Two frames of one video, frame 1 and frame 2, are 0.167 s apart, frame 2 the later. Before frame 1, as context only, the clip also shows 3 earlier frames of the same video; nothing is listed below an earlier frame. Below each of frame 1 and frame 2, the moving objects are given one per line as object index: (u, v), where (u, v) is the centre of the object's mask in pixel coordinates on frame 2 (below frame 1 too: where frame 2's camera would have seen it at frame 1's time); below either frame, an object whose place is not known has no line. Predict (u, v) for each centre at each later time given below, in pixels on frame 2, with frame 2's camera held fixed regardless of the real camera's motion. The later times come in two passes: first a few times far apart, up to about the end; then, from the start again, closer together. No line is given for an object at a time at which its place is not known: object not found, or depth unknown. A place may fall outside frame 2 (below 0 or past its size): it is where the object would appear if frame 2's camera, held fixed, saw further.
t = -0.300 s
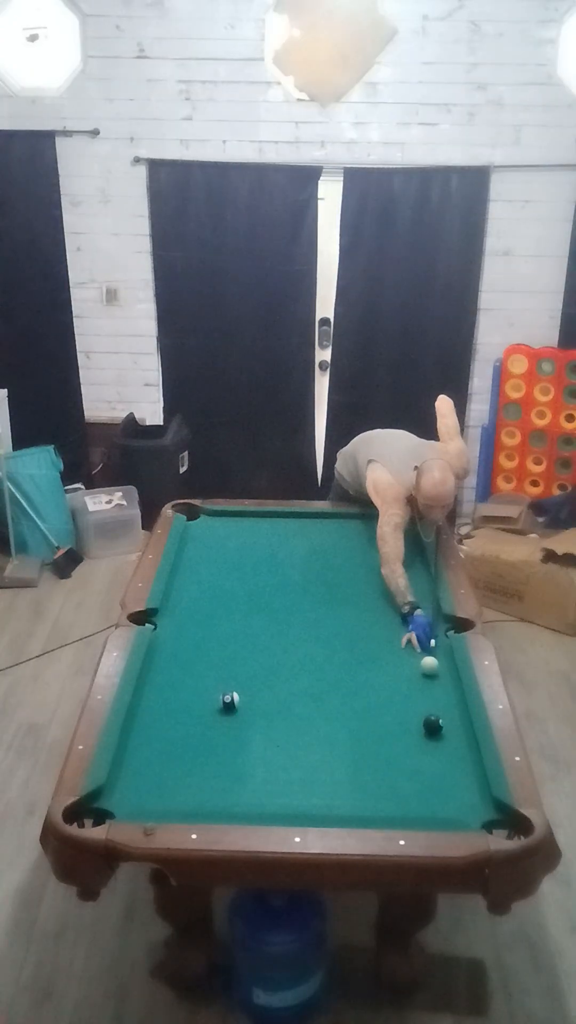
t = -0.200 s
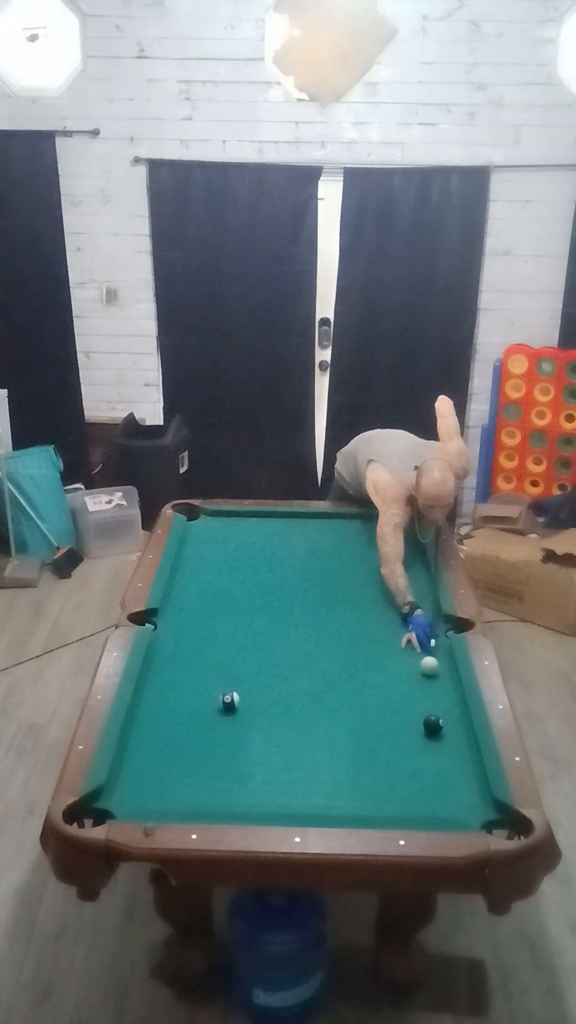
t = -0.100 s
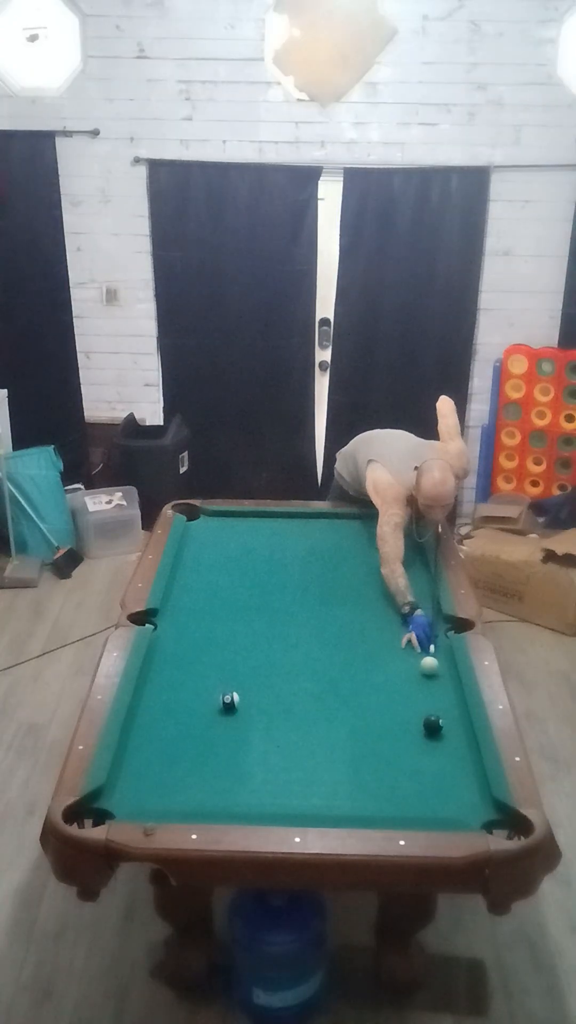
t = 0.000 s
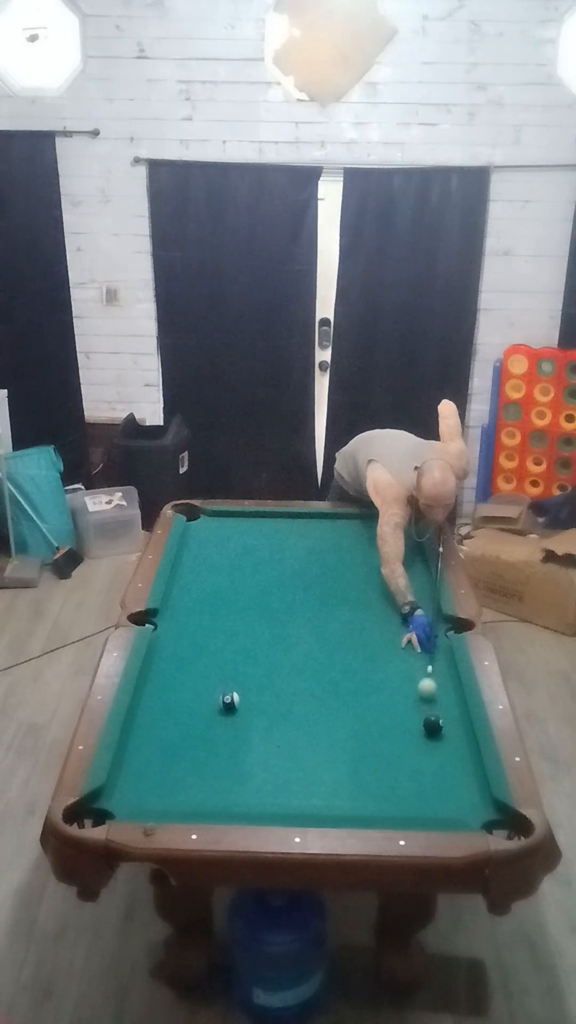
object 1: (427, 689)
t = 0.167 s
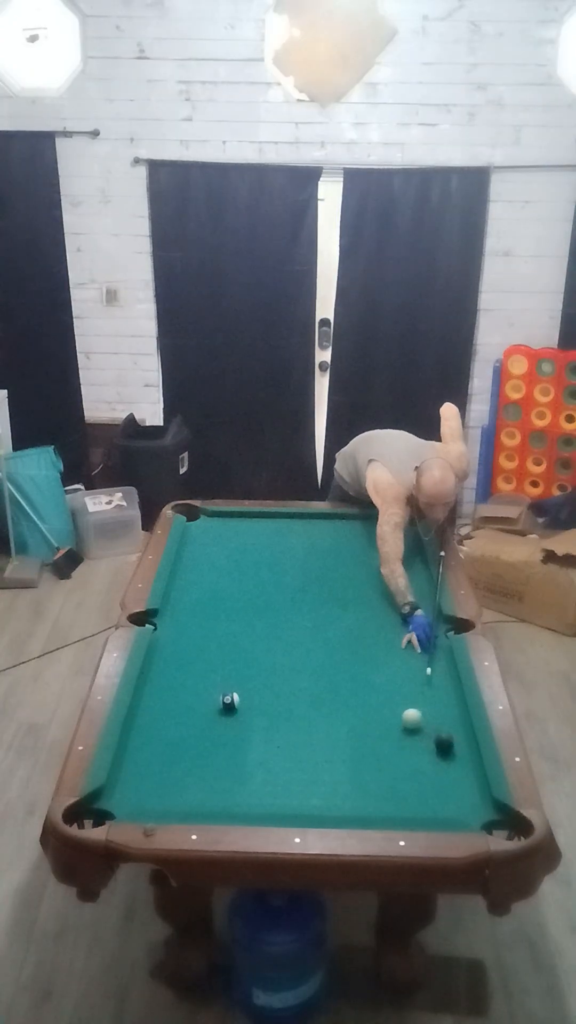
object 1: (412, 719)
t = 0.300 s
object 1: (392, 732)
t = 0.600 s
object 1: (348, 762)
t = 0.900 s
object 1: (300, 792)
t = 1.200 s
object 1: (262, 802)
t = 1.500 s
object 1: (236, 792)
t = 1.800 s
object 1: (216, 782)
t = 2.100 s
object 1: (199, 774)
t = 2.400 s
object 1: (187, 768)
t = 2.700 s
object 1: (178, 763)
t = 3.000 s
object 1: (172, 759)
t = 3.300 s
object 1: (170, 756)
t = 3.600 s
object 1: (169, 756)
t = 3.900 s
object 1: (170, 756)
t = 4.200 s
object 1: (169, 755)
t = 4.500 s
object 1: (169, 756)
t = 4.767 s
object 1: (169, 756)
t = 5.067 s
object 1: (169, 756)
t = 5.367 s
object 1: (170, 756)
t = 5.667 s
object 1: (169, 756)
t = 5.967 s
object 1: (169, 756)
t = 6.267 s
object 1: (169, 756)
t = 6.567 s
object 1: (169, 756)
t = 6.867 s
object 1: (170, 756)
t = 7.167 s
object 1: (169, 756)
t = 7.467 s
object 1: (169, 756)
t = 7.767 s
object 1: (169, 756)
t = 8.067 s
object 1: (169, 756)
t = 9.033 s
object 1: (169, 756)
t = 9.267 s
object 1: (169, 756)
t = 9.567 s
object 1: (169, 756)
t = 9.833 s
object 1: (169, 756)
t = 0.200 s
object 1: (407, 722)
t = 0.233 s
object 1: (402, 725)
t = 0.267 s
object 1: (397, 729)
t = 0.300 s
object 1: (392, 732)
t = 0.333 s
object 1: (387, 735)
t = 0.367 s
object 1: (382, 739)
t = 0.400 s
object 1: (377, 742)
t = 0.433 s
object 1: (372, 745)
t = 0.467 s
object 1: (368, 748)
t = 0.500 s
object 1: (363, 752)
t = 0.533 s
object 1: (358, 755)
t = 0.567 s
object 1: (353, 758)
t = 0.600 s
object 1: (348, 762)
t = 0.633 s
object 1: (342, 765)
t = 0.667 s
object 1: (338, 768)
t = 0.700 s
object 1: (332, 771)
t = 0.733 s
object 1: (327, 776)
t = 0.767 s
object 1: (321, 778)
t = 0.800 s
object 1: (316, 782)
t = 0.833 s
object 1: (311, 785)
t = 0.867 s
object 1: (306, 788)
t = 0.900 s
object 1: (300, 792)
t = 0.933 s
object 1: (295, 796)
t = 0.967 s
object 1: (290, 798)
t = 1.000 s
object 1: (285, 801)
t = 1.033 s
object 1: (279, 803)
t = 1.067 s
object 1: (274, 805)
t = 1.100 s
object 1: (271, 804)
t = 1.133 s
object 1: (268, 803)
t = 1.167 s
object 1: (265, 802)
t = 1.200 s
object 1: (262, 802)
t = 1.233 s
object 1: (259, 801)
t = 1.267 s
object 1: (256, 800)
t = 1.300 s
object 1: (253, 800)
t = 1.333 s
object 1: (250, 799)
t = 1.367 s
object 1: (247, 799)
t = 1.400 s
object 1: (244, 794)
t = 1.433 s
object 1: (241, 794)
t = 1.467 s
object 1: (239, 792)
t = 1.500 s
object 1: (236, 792)
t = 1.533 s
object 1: (234, 791)
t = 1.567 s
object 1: (231, 790)
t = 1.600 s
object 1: (229, 788)
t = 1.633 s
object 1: (227, 787)
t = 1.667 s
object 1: (224, 786)
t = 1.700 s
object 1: (222, 785)
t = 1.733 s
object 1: (220, 784)
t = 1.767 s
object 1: (218, 783)
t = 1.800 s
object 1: (216, 782)
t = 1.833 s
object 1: (214, 781)
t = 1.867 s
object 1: (212, 780)
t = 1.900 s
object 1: (210, 779)
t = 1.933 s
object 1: (208, 778)
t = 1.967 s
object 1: (206, 777)
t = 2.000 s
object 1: (204, 777)
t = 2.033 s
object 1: (203, 776)
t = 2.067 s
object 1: (201, 775)
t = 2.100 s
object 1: (199, 774)
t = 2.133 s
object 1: (198, 773)
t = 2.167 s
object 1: (196, 773)
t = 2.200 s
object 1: (195, 772)
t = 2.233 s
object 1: (193, 771)
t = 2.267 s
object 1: (192, 771)
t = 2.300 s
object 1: (191, 770)
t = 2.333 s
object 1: (189, 769)
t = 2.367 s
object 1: (188, 769)
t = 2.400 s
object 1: (187, 768)
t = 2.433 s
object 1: (186, 767)
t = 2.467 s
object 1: (184, 767)
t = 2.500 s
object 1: (183, 767)
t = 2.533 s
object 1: (182, 766)
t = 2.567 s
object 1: (181, 765)
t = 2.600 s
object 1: (180, 765)
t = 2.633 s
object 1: (180, 764)
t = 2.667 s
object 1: (179, 764)
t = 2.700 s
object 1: (178, 763)
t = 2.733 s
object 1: (177, 763)
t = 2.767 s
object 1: (176, 763)
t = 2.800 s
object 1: (175, 762)
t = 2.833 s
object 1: (175, 761)
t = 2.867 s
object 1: (174, 761)
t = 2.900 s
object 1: (174, 760)
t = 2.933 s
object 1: (173, 760)
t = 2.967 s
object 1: (173, 759)
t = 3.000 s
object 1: (172, 759)
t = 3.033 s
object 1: (172, 758)
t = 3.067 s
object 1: (172, 758)
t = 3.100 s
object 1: (172, 758)
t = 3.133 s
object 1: (171, 757)
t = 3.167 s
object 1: (171, 757)
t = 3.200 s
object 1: (171, 757)
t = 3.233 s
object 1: (171, 756)
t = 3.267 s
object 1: (170, 756)
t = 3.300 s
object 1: (170, 756)
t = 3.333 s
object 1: (170, 756)
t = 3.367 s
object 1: (169, 756)
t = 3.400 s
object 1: (169, 756)
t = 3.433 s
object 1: (169, 756)
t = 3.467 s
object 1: (169, 756)
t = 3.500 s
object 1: (169, 756)
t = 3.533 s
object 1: (169, 756)
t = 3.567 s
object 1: (169, 756)
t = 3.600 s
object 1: (169, 756)
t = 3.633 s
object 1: (169, 756)
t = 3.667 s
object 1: (169, 756)
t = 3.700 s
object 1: (170, 756)
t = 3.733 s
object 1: (170, 756)
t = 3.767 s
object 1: (170, 756)
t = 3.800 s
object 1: (170, 756)
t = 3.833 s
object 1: (170, 756)
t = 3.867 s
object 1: (170, 756)
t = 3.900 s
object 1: (170, 756)
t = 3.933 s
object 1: (170, 756)
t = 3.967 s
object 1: (170, 756)
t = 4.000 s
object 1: (170, 756)
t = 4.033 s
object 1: (170, 756)
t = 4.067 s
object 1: (170, 755)
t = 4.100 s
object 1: (169, 756)
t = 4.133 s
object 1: (169, 755)
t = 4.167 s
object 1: (170, 756)
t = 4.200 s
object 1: (169, 755)
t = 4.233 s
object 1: (169, 756)
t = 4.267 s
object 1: (169, 756)
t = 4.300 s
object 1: (169, 756)
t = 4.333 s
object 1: (169, 756)
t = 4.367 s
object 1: (169, 756)
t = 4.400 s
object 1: (169, 756)
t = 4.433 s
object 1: (169, 756)
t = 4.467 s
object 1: (169, 756)
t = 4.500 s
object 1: (169, 756)
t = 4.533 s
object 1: (169, 756)
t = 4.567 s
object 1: (169, 756)
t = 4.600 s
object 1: (169, 756)
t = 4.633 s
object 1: (169, 756)
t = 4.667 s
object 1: (169, 756)
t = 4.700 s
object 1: (169, 756)
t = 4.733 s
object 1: (169, 756)
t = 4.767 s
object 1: (169, 756)
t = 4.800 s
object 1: (169, 756)
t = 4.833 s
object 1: (169, 756)
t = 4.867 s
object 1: (169, 756)
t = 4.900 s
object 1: (169, 756)
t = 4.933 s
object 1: (169, 755)
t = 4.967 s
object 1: (169, 755)
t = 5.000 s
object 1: (169, 756)
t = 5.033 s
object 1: (169, 755)
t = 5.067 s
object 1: (169, 756)
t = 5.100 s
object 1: (170, 756)
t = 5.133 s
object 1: (170, 756)
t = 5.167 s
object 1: (169, 756)
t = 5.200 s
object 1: (169, 756)
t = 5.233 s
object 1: (169, 756)
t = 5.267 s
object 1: (169, 756)
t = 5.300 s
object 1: (169, 756)
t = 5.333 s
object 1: (169, 756)
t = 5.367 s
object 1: (170, 756)
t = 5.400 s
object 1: (169, 756)
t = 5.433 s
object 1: (169, 756)
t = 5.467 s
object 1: (169, 756)
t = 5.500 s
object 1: (169, 756)
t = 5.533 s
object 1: (169, 756)
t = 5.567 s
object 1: (169, 756)
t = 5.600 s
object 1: (169, 756)
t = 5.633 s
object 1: (169, 756)
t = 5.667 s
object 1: (169, 756)
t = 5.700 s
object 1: (170, 756)
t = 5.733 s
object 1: (169, 756)
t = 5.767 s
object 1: (170, 756)
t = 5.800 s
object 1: (170, 756)
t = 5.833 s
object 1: (169, 756)
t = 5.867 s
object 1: (170, 756)
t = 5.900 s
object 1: (170, 756)
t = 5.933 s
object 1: (169, 756)
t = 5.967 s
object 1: (169, 756)
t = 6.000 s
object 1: (169, 756)
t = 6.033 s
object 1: (169, 756)
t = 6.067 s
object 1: (169, 756)
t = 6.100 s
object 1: (169, 756)
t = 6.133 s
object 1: (169, 756)
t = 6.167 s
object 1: (169, 756)
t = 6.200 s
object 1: (169, 756)
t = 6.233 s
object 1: (169, 756)
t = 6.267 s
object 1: (169, 756)
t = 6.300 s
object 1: (169, 756)
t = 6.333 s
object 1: (169, 756)
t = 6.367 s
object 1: (169, 756)
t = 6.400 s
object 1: (169, 756)
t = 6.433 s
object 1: (169, 756)
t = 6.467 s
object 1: (169, 756)
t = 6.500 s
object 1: (169, 756)
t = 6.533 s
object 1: (169, 756)
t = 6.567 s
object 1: (169, 756)
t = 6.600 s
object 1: (170, 756)
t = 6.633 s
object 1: (169, 756)
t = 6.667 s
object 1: (170, 756)
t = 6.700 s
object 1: (169, 756)
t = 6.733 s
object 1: (169, 756)
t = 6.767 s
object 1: (169, 756)
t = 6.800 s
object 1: (169, 756)
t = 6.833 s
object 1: (169, 756)
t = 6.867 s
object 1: (170, 756)
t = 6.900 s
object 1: (169, 756)
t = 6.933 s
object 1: (169, 756)
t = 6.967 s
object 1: (169, 756)
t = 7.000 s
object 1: (169, 756)
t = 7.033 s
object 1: (169, 756)
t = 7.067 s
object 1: (169, 756)
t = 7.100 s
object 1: (169, 756)
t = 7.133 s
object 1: (169, 756)
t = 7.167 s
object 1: (169, 756)
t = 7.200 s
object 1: (169, 756)
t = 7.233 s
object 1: (169, 756)
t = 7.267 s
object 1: (169, 756)
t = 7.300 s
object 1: (169, 756)
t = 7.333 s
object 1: (169, 756)
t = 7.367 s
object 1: (169, 756)
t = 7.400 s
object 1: (169, 756)
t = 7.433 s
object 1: (169, 756)
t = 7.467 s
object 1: (169, 756)
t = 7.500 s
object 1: (169, 756)
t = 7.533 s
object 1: (169, 756)
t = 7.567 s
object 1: (169, 756)
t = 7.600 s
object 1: (169, 756)
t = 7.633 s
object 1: (169, 756)
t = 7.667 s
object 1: (169, 756)
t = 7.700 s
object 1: (169, 756)
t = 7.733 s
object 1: (169, 756)
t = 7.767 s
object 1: (169, 756)
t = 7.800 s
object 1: (169, 756)
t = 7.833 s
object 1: (169, 756)
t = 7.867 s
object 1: (169, 756)
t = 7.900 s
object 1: (169, 756)
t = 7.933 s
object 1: (169, 756)
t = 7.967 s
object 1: (169, 756)
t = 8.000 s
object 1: (169, 756)
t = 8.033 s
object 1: (169, 756)
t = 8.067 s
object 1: (169, 756)
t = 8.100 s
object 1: (169, 756)
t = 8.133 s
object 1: (169, 756)
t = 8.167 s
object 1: (169, 756)
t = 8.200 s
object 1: (168, 759)
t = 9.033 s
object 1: (169, 756)
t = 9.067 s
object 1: (169, 756)
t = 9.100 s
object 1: (169, 756)
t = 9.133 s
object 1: (169, 756)
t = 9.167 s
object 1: (169, 756)
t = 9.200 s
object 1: (169, 756)
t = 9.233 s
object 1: (169, 756)
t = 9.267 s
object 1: (169, 756)
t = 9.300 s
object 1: (169, 756)
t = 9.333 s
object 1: (169, 756)
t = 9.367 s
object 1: (169, 756)
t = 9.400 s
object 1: (169, 756)
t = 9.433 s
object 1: (169, 756)
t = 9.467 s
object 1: (169, 756)
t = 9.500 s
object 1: (169, 756)
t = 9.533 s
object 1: (169, 756)
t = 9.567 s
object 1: (169, 756)
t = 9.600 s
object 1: (169, 756)
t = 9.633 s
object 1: (169, 756)
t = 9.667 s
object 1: (169, 756)
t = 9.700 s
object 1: (169, 756)
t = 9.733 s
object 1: (169, 756)
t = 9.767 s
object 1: (169, 756)
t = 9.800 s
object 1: (169, 756)
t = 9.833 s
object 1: (169, 756)
